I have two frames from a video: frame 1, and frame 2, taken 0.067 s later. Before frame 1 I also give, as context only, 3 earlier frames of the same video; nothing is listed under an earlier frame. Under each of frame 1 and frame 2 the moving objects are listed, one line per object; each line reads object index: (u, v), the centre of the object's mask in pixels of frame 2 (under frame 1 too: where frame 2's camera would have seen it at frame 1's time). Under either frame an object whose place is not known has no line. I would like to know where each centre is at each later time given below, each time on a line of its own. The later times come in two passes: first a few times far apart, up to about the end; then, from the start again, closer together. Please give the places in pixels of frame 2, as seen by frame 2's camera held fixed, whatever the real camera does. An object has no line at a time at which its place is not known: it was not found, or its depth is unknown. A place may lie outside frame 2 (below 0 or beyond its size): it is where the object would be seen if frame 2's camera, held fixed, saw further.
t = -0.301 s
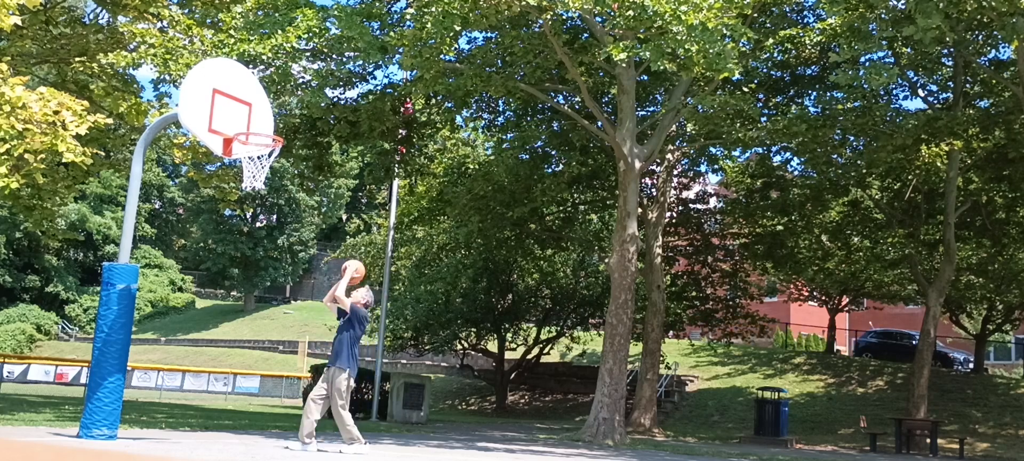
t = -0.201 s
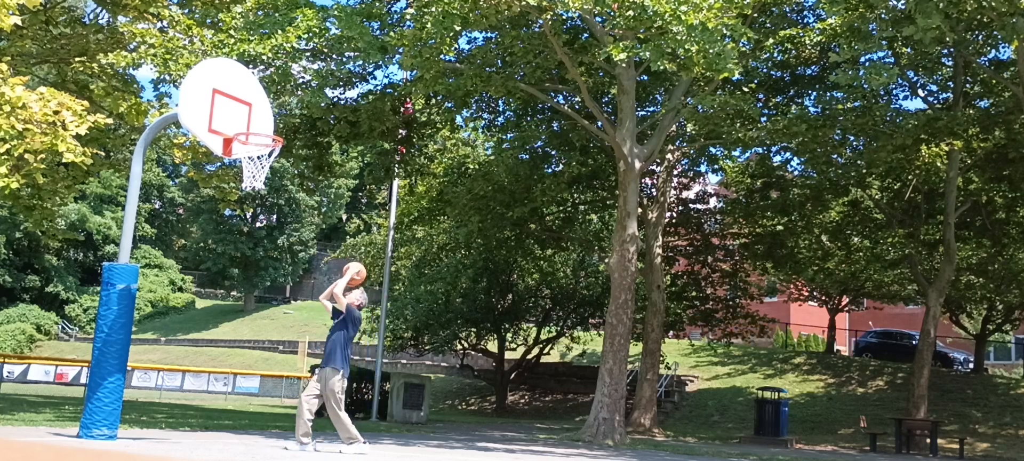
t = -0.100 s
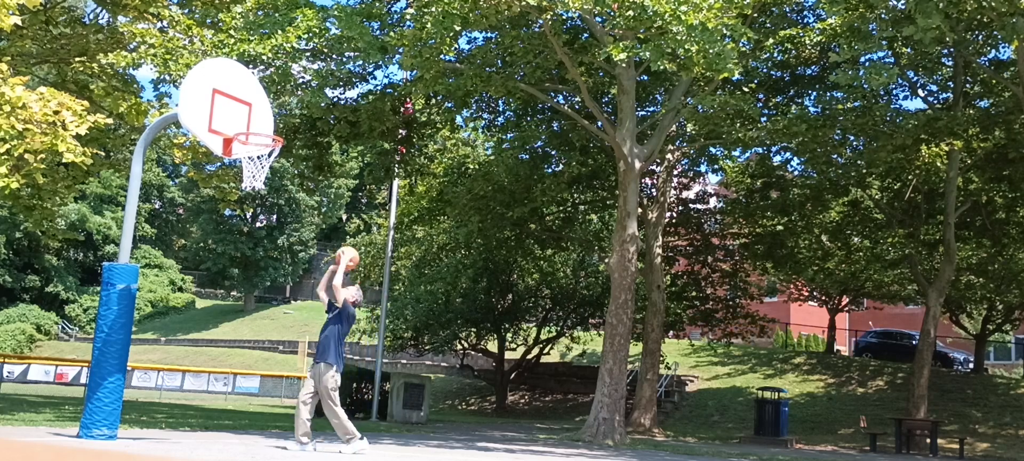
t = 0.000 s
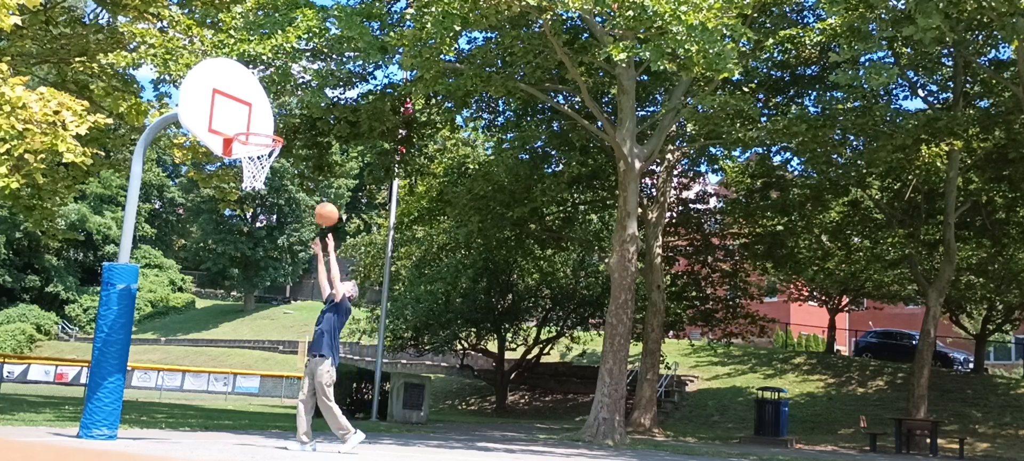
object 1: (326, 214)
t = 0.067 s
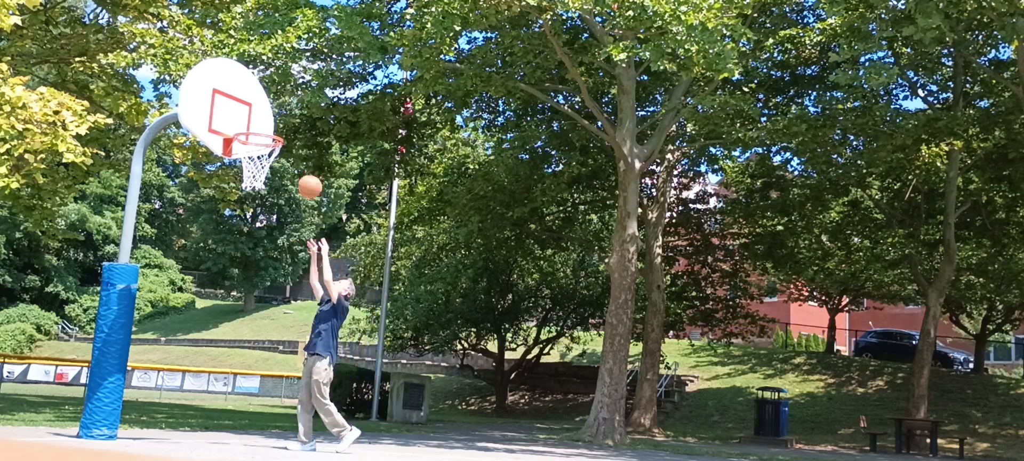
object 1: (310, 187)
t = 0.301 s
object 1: (250, 123)
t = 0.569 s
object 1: (263, 122)
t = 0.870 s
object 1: (269, 125)
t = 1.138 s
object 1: (261, 189)
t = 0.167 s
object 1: (287, 154)
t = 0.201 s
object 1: (276, 143)
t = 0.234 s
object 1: (267, 135)
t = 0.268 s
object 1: (258, 129)
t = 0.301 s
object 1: (250, 123)
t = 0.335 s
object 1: (252, 121)
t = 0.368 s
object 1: (254, 119)
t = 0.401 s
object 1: (255, 118)
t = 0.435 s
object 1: (257, 118)
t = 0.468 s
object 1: (259, 119)
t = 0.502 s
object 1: (261, 121)
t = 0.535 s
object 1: (262, 126)
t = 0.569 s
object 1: (263, 122)
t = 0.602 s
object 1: (265, 118)
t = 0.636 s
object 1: (265, 113)
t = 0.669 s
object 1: (266, 112)
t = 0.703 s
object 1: (267, 112)
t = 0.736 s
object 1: (268, 113)
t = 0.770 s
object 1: (268, 114)
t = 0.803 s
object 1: (268, 117)
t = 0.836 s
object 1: (268, 121)
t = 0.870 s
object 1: (269, 125)
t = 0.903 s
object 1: (269, 128)
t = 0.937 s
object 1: (268, 138)
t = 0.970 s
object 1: (268, 147)
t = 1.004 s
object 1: (267, 155)
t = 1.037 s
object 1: (267, 163)
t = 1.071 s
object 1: (265, 171)
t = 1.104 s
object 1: (262, 187)
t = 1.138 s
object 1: (261, 189)
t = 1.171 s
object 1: (258, 197)
